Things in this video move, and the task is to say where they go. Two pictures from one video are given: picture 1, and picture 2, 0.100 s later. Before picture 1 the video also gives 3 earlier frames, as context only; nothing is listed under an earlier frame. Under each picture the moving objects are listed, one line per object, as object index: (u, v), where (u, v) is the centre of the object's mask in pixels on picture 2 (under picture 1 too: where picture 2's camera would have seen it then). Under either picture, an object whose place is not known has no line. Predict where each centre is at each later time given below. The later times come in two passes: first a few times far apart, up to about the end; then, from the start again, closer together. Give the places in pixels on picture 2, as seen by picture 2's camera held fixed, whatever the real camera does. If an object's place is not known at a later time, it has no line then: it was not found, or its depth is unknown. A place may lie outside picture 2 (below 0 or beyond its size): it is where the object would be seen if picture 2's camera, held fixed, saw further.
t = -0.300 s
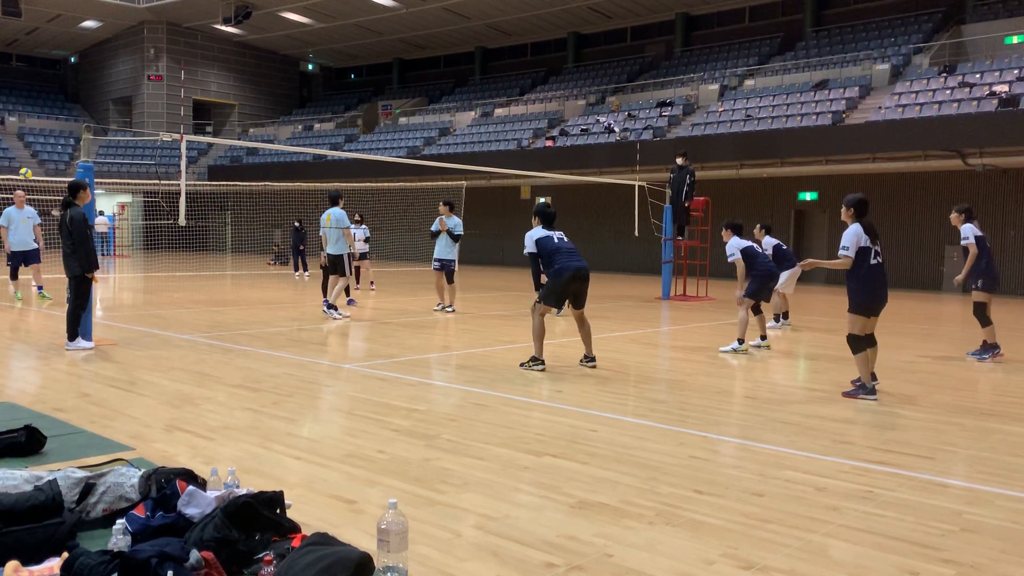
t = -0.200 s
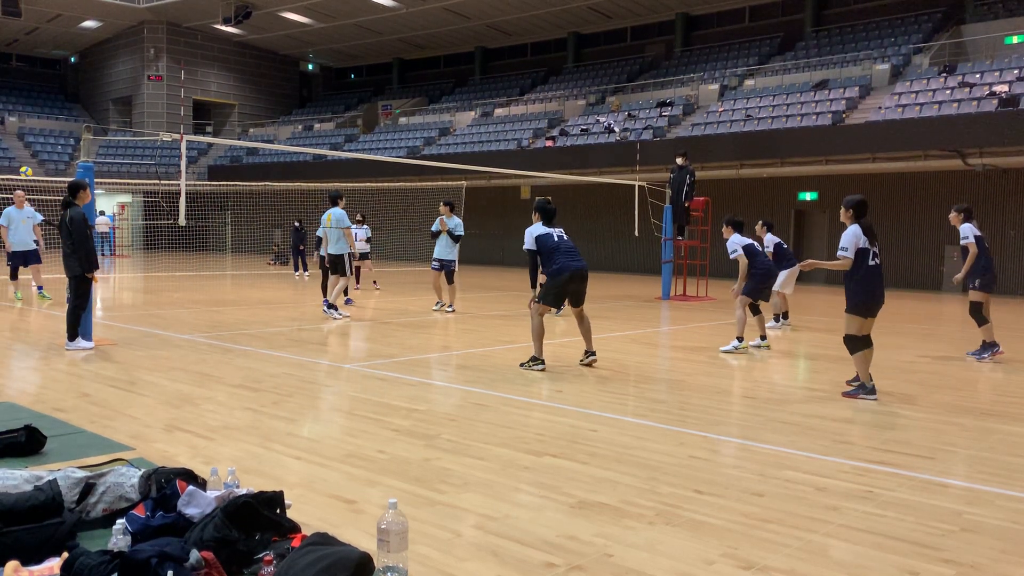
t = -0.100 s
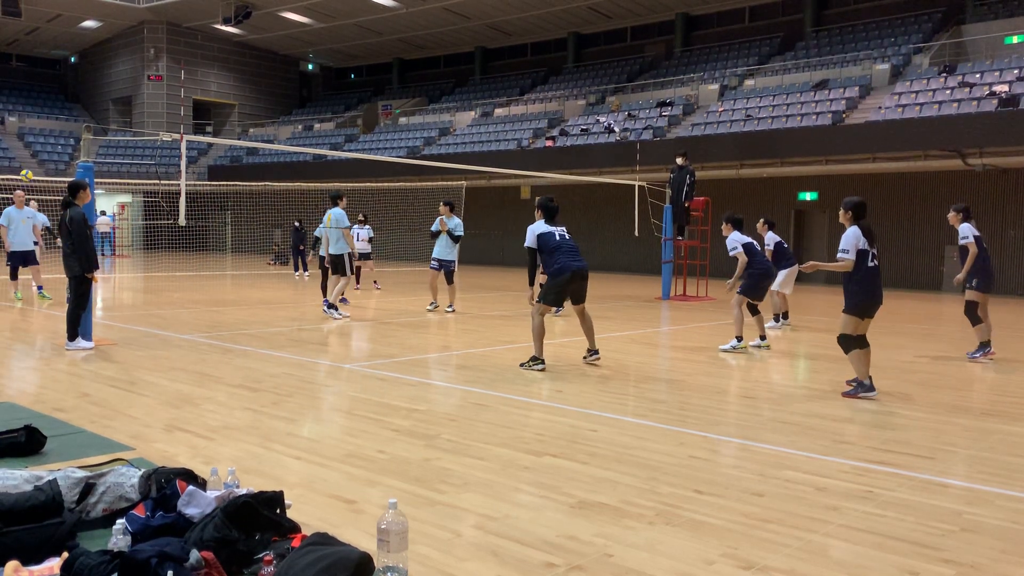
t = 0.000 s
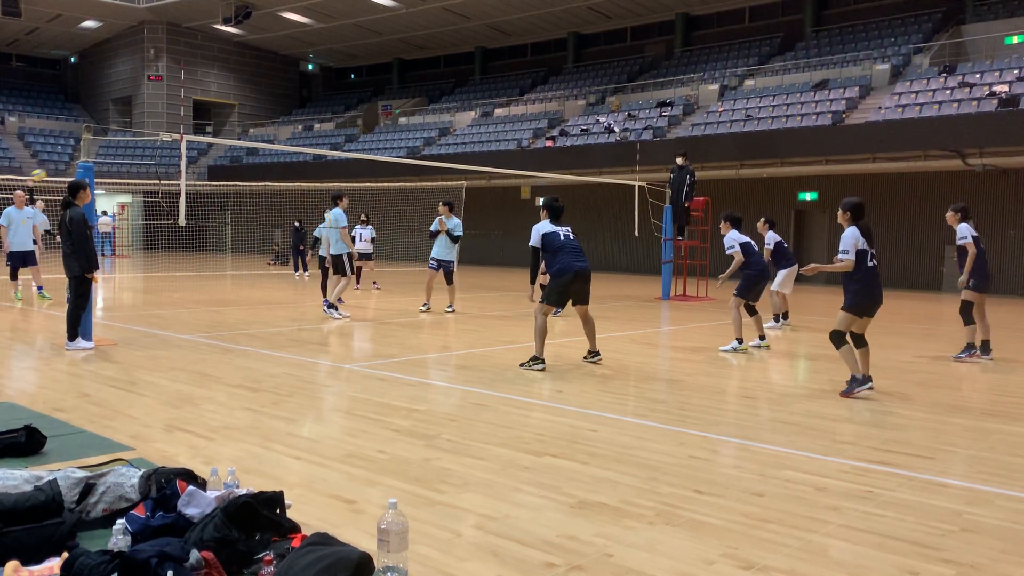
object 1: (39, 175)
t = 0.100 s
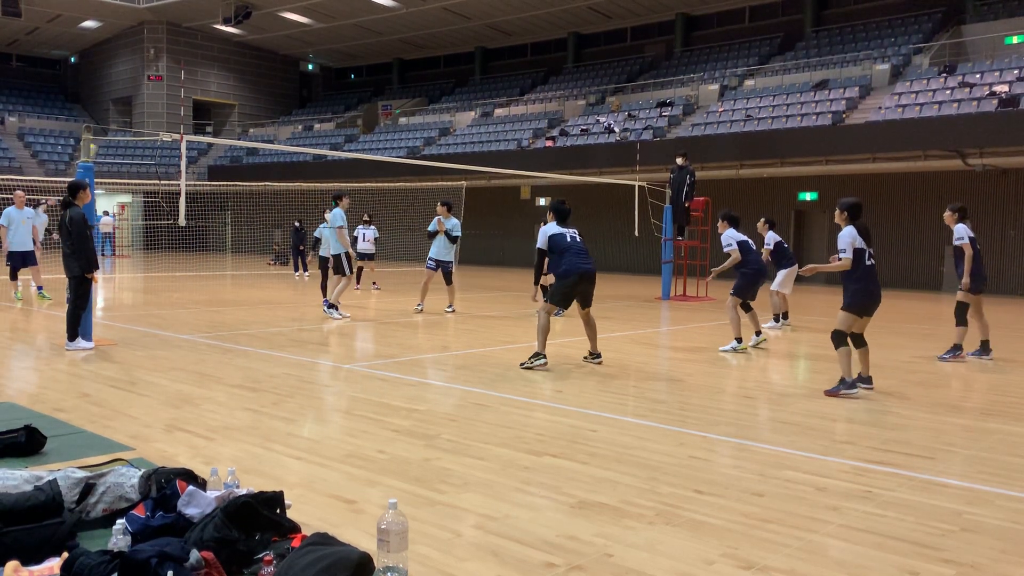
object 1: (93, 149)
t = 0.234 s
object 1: (161, 121)
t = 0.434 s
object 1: (277, 97)
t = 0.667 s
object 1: (429, 96)
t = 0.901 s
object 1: (599, 131)
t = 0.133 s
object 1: (106, 142)
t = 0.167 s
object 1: (125, 134)
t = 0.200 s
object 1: (142, 127)
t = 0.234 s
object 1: (161, 121)
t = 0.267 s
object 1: (179, 115)
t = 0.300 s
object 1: (199, 110)
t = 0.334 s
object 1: (218, 106)
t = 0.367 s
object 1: (237, 102)
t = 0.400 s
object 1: (257, 99)
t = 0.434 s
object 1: (277, 97)
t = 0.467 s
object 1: (298, 95)
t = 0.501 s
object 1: (319, 94)
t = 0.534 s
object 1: (340, 93)
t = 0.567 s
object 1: (362, 93)
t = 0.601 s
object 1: (384, 93)
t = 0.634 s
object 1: (407, 94)
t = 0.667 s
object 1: (429, 96)
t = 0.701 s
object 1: (452, 98)
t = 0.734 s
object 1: (475, 101)
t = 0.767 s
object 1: (499, 105)
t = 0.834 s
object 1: (550, 117)
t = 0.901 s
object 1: (599, 131)
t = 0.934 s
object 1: (625, 140)
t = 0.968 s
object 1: (652, 150)
